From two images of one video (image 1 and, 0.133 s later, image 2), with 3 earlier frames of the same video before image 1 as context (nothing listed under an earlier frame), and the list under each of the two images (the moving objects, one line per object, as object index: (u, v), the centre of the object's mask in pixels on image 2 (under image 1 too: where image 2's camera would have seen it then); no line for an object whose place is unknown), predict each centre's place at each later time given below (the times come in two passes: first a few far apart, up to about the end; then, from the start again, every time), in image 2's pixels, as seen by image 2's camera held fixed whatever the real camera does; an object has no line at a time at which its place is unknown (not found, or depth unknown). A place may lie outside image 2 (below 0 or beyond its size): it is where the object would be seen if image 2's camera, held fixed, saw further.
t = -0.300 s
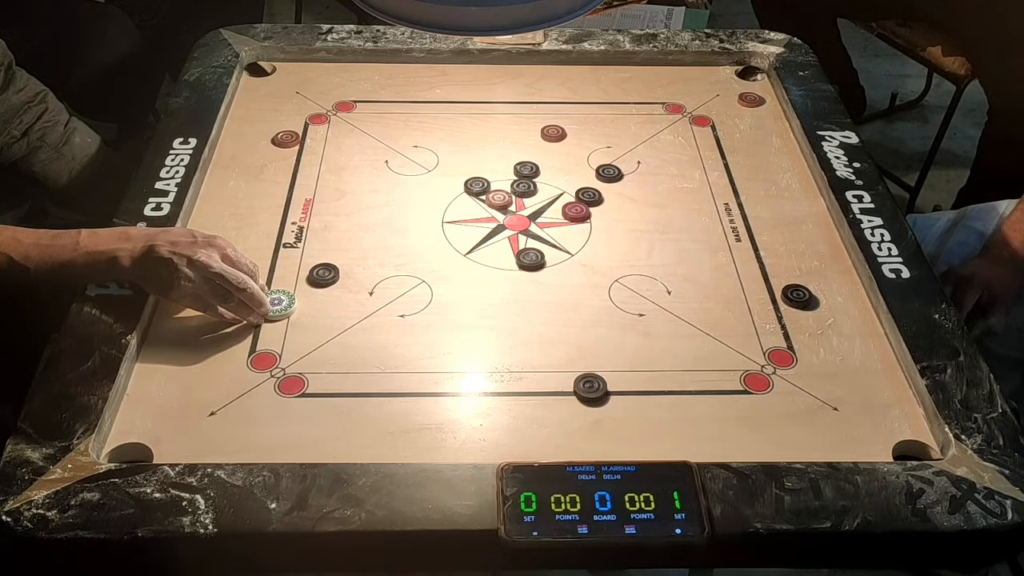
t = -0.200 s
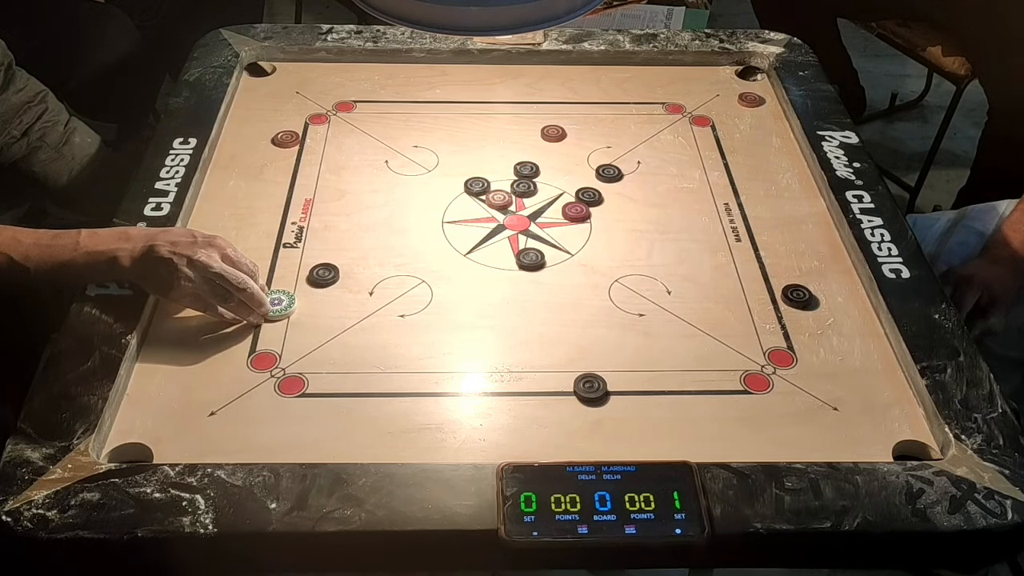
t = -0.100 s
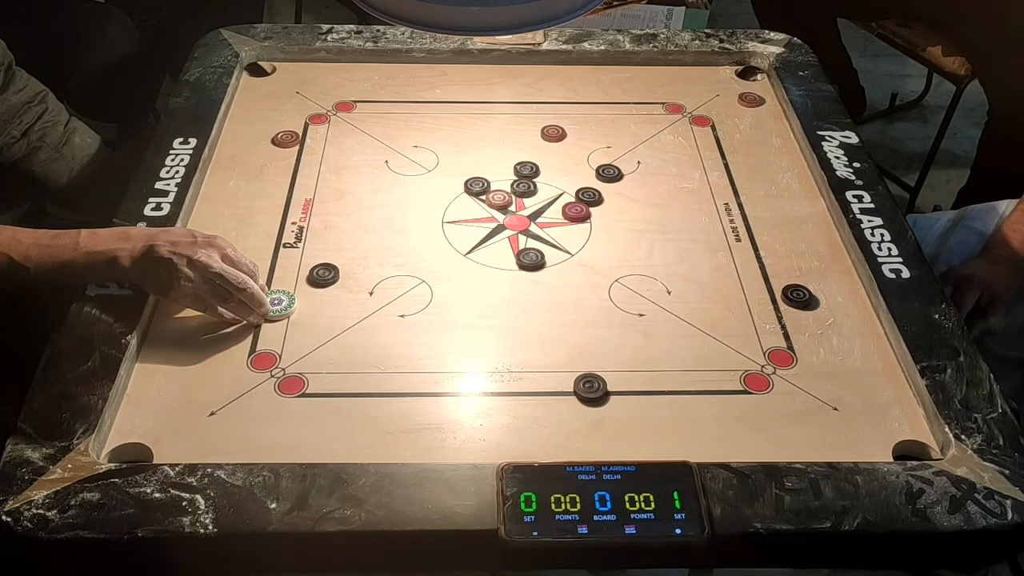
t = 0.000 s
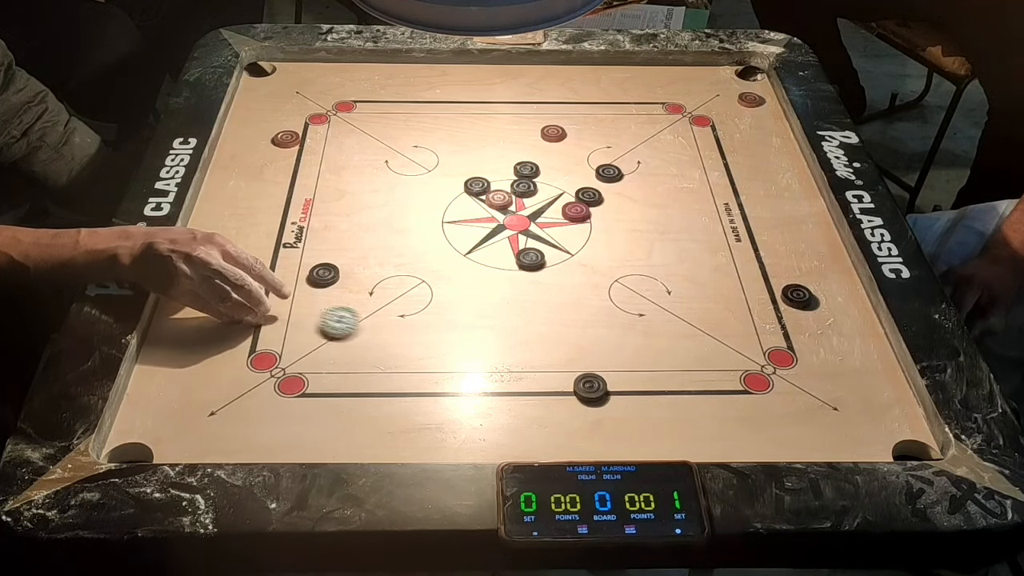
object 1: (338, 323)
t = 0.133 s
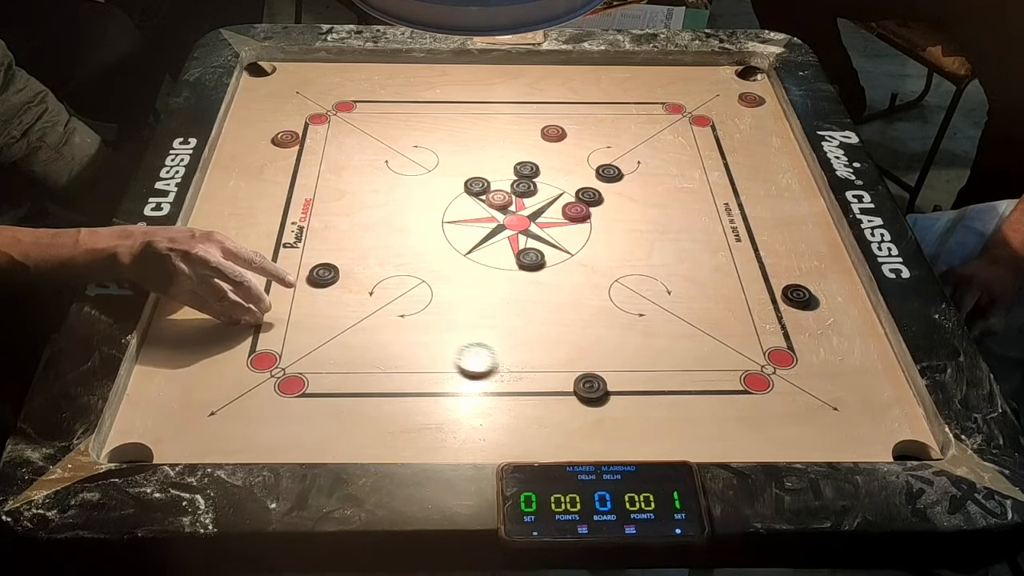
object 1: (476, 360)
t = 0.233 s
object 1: (560, 383)
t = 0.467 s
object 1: (621, 400)
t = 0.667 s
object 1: (627, 401)
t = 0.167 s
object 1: (508, 368)
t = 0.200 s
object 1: (538, 377)
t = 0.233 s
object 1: (560, 383)
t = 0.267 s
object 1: (572, 386)
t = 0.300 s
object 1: (584, 390)
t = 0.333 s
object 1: (594, 392)
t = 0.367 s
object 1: (603, 395)
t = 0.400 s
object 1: (611, 397)
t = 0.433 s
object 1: (617, 398)
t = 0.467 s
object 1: (621, 400)
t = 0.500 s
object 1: (625, 401)
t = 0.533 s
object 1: (626, 401)
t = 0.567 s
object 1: (626, 401)
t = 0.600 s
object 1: (626, 401)
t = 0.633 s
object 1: (626, 401)
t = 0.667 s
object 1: (627, 401)
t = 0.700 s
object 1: (626, 400)
